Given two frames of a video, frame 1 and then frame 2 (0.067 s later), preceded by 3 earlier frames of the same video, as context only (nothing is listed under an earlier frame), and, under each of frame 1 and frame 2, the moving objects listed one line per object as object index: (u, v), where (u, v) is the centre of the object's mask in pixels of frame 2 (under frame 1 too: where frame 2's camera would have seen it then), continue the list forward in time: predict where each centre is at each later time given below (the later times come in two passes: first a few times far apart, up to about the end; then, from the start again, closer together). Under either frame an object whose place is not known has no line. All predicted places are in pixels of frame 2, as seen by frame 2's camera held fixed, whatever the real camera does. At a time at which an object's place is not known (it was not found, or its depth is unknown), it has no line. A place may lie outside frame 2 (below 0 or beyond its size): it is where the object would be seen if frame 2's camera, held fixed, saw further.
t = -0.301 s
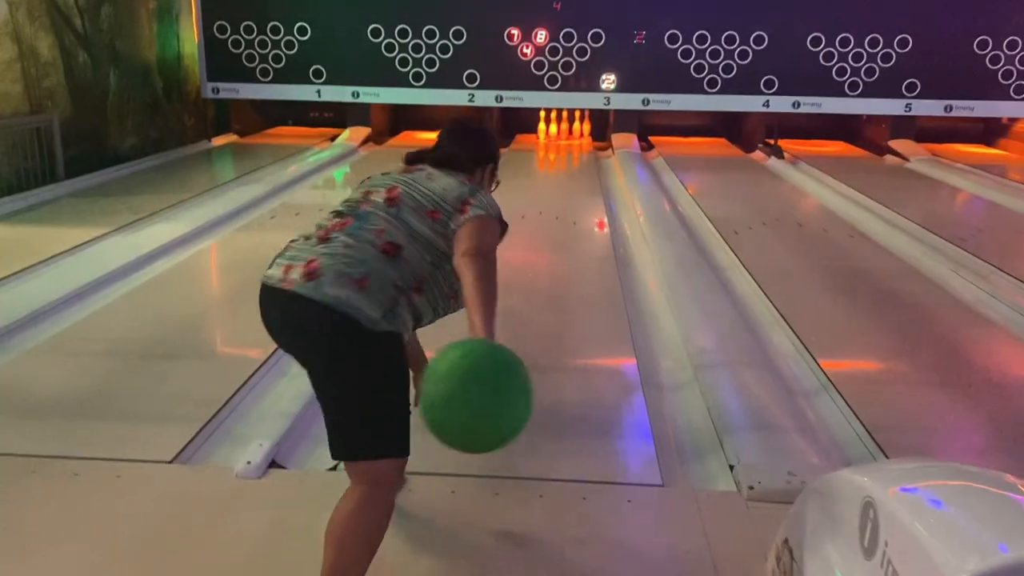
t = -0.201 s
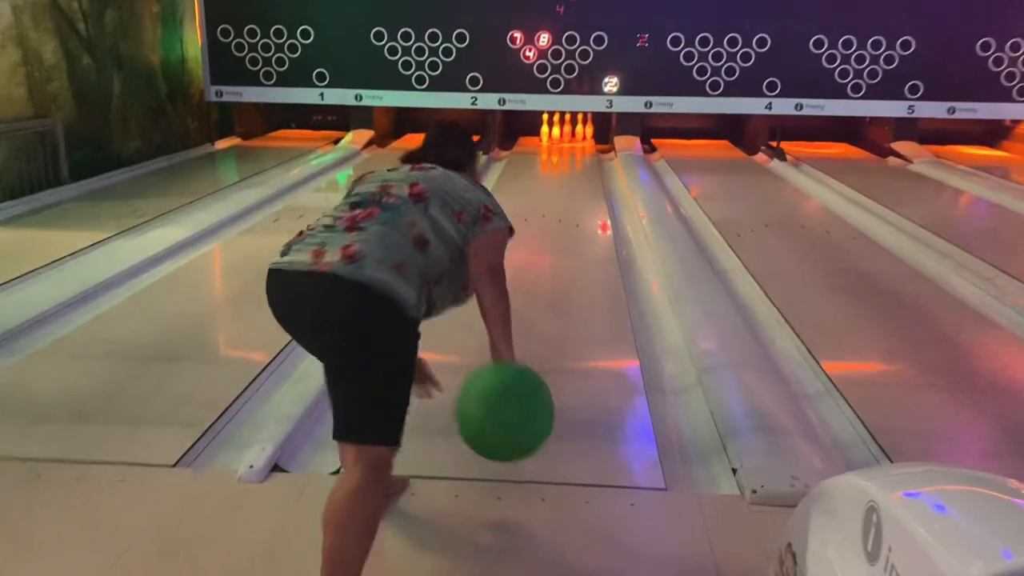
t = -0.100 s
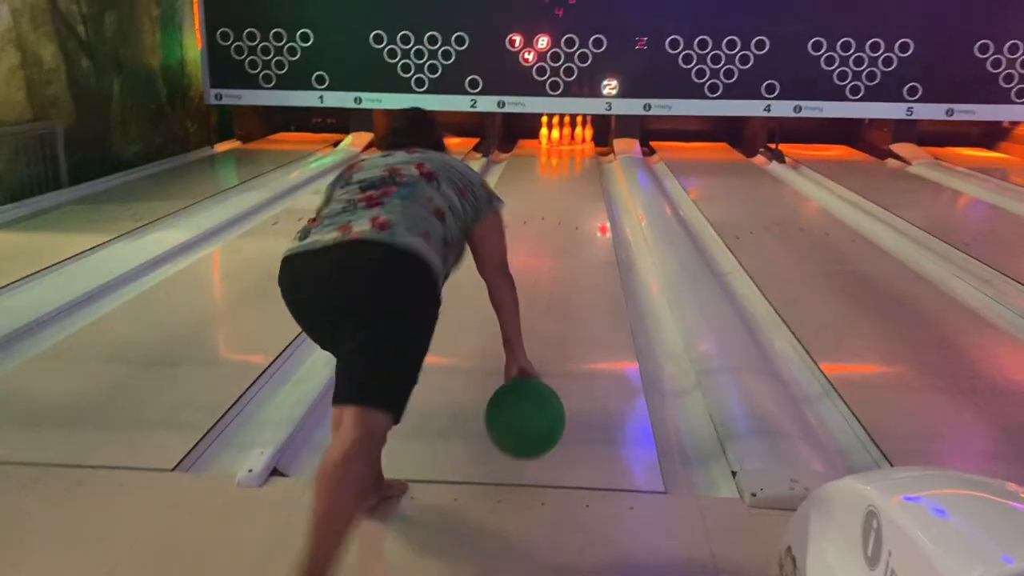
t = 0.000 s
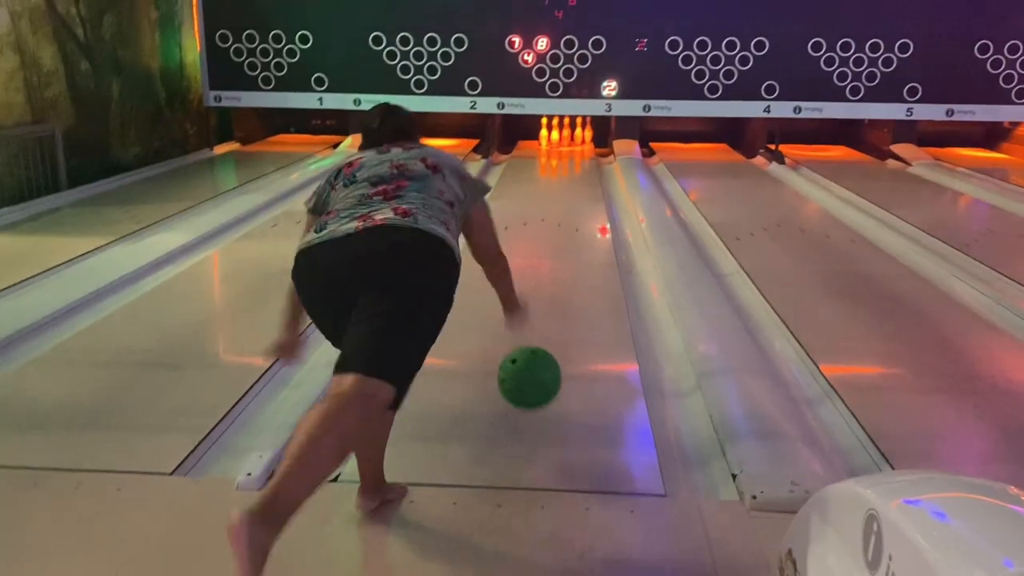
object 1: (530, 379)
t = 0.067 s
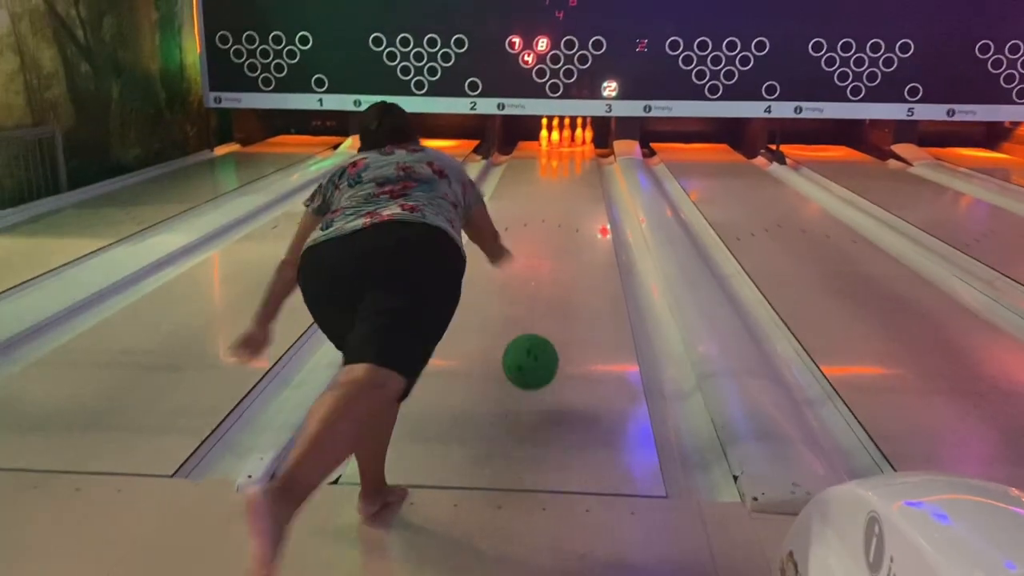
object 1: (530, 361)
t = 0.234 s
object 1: (531, 306)
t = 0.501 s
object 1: (532, 243)
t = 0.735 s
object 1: (532, 211)
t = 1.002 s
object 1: (533, 188)
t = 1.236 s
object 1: (532, 174)
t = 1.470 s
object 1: (530, 163)
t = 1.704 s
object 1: (529, 155)
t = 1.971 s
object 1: (527, 143)
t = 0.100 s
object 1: (530, 358)
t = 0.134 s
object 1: (530, 349)
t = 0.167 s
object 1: (531, 330)
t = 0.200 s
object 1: (531, 316)
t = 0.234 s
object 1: (531, 306)
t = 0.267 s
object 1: (531, 299)
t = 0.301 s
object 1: (532, 289)
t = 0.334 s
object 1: (532, 279)
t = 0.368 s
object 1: (532, 271)
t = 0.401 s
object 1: (532, 263)
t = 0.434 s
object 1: (532, 256)
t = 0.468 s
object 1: (532, 249)
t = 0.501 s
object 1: (532, 243)
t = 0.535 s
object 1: (532, 237)
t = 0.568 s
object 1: (532, 232)
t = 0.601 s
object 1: (532, 227)
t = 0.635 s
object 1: (532, 223)
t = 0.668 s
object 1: (532, 219)
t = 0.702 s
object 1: (532, 215)
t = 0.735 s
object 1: (532, 211)
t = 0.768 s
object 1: (532, 208)
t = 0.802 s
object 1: (533, 204)
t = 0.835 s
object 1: (533, 201)
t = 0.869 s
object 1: (536, 201)
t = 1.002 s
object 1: (533, 188)
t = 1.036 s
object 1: (532, 186)
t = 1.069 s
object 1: (532, 184)
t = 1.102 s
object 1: (532, 182)
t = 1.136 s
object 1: (532, 180)
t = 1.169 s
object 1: (532, 178)
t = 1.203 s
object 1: (532, 176)
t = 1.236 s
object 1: (532, 174)
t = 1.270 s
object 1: (531, 173)
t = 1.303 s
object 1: (531, 171)
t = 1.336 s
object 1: (531, 170)
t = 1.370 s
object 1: (531, 168)
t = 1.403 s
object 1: (531, 167)
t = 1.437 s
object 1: (531, 165)
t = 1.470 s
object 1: (530, 163)
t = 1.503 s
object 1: (530, 162)
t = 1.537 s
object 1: (530, 161)
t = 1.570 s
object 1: (530, 159)
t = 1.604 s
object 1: (530, 158)
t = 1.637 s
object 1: (529, 157)
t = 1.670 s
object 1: (530, 156)
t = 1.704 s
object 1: (529, 155)
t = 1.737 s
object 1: (529, 154)
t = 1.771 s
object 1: (529, 153)
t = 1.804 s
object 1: (529, 151)
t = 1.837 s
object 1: (528, 150)
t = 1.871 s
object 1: (528, 148)
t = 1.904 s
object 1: (528, 146)
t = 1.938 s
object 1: (527, 145)
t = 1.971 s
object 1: (527, 143)
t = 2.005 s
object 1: (527, 142)
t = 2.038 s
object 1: (527, 141)
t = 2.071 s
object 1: (528, 141)
